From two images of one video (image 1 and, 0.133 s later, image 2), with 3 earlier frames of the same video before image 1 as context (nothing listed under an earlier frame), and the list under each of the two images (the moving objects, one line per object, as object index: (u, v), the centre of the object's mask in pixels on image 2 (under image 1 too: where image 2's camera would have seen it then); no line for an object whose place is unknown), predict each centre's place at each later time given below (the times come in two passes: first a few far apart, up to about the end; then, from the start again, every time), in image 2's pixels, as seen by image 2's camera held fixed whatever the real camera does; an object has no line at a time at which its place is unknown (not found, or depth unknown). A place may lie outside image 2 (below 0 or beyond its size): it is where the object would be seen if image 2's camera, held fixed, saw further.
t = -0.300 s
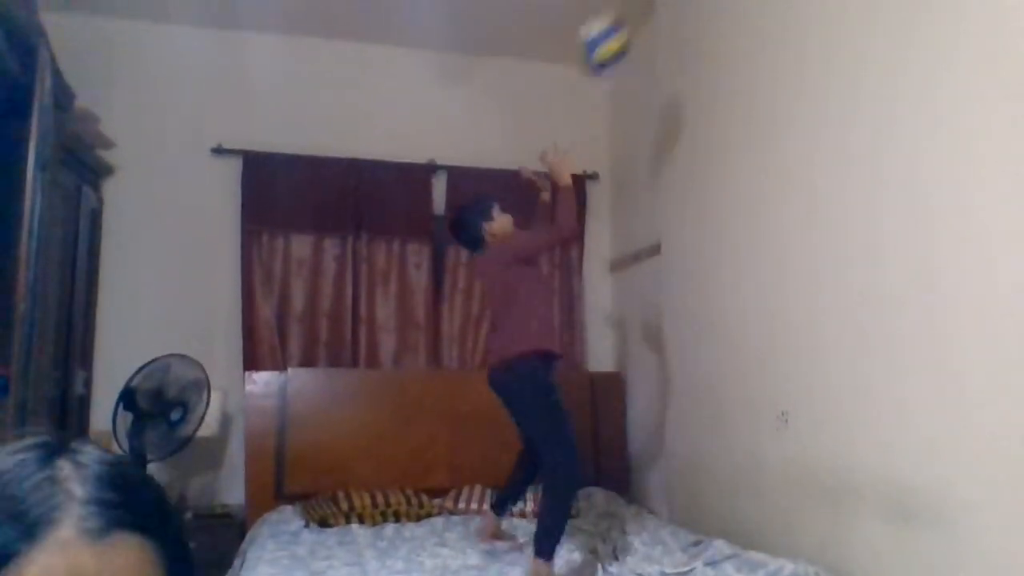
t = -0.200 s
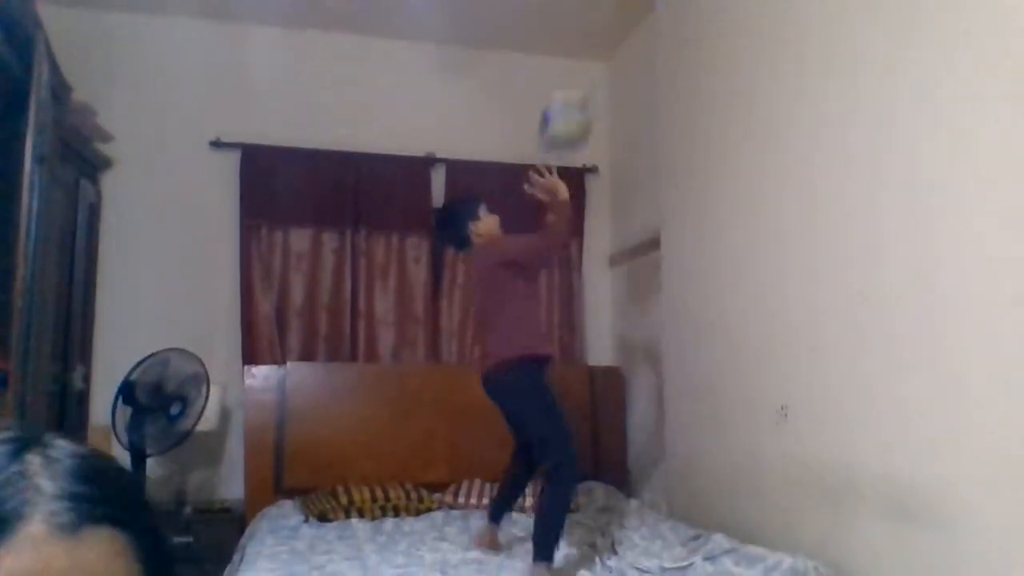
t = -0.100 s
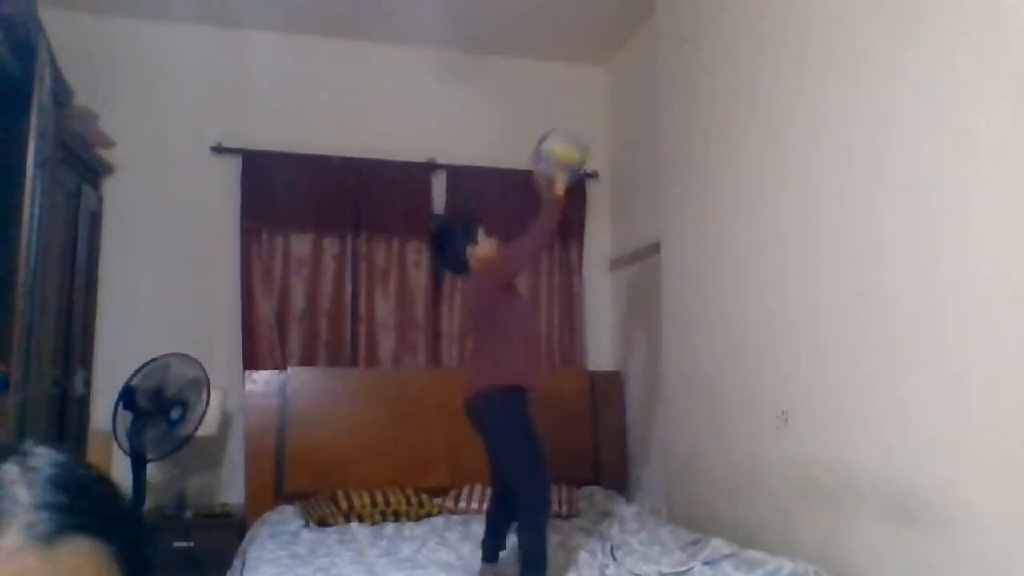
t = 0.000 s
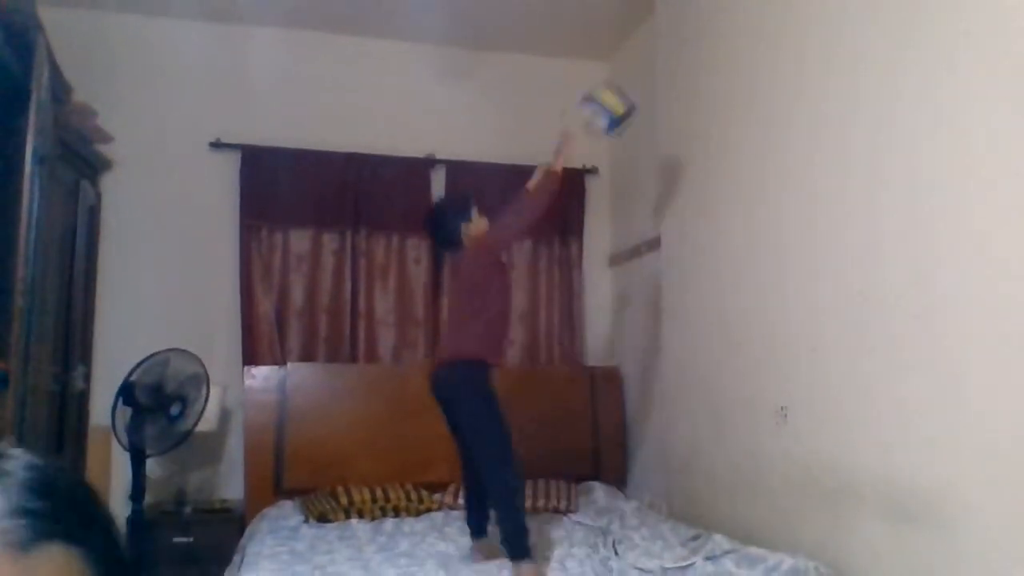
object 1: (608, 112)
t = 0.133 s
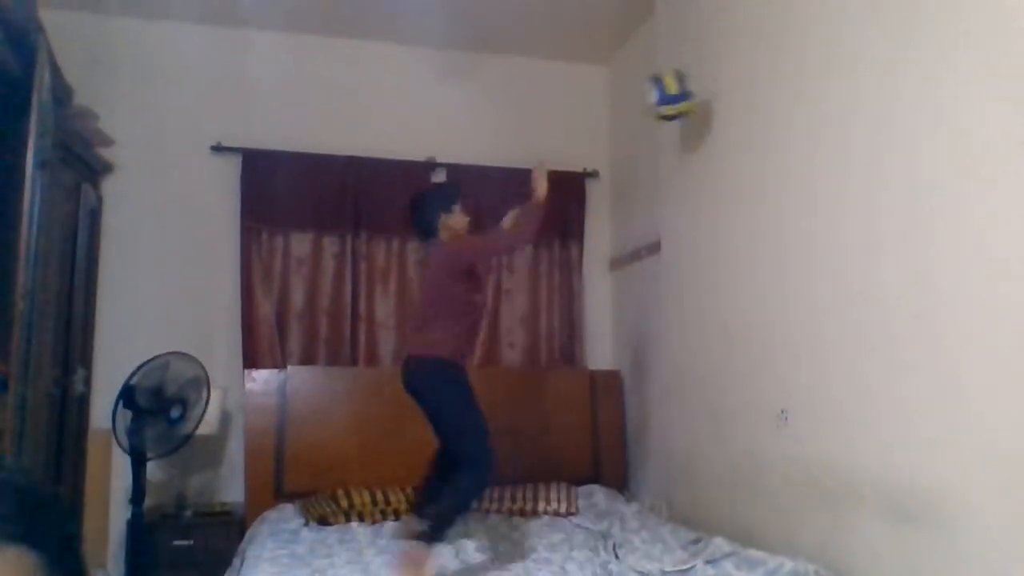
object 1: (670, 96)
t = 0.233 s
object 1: (697, 102)
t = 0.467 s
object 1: (603, 199)
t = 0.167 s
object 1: (684, 97)
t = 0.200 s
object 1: (699, 101)
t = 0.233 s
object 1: (697, 102)
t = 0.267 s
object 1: (684, 105)
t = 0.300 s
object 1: (670, 112)
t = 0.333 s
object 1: (659, 121)
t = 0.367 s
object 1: (647, 132)
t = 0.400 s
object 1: (636, 144)
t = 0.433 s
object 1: (619, 176)
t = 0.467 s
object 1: (603, 199)
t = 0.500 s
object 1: (592, 223)
